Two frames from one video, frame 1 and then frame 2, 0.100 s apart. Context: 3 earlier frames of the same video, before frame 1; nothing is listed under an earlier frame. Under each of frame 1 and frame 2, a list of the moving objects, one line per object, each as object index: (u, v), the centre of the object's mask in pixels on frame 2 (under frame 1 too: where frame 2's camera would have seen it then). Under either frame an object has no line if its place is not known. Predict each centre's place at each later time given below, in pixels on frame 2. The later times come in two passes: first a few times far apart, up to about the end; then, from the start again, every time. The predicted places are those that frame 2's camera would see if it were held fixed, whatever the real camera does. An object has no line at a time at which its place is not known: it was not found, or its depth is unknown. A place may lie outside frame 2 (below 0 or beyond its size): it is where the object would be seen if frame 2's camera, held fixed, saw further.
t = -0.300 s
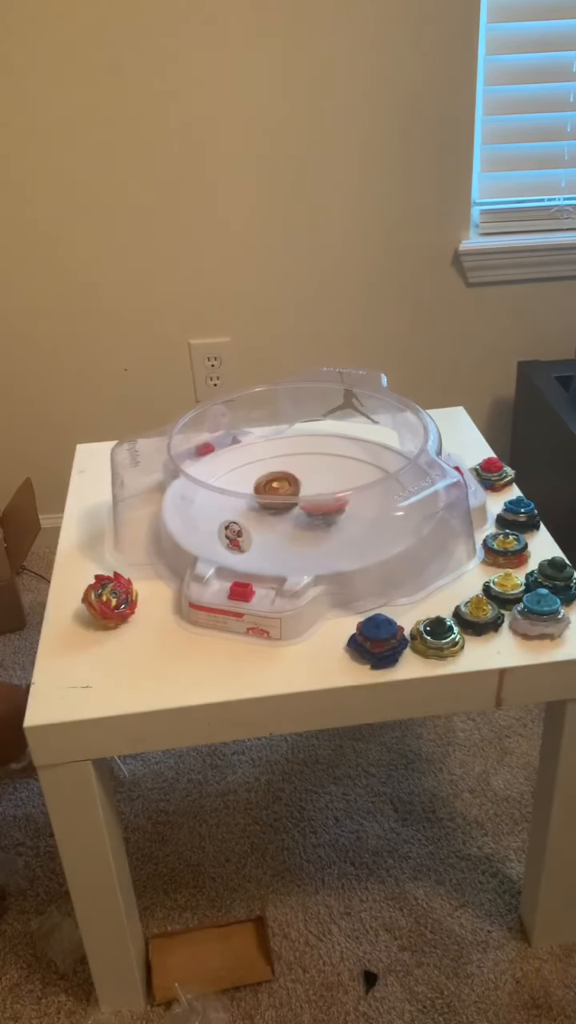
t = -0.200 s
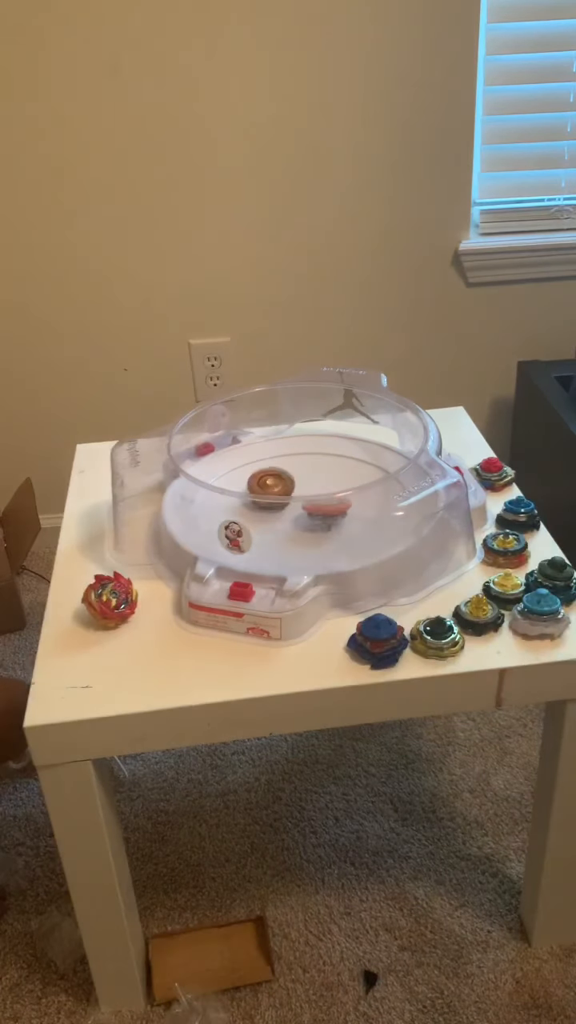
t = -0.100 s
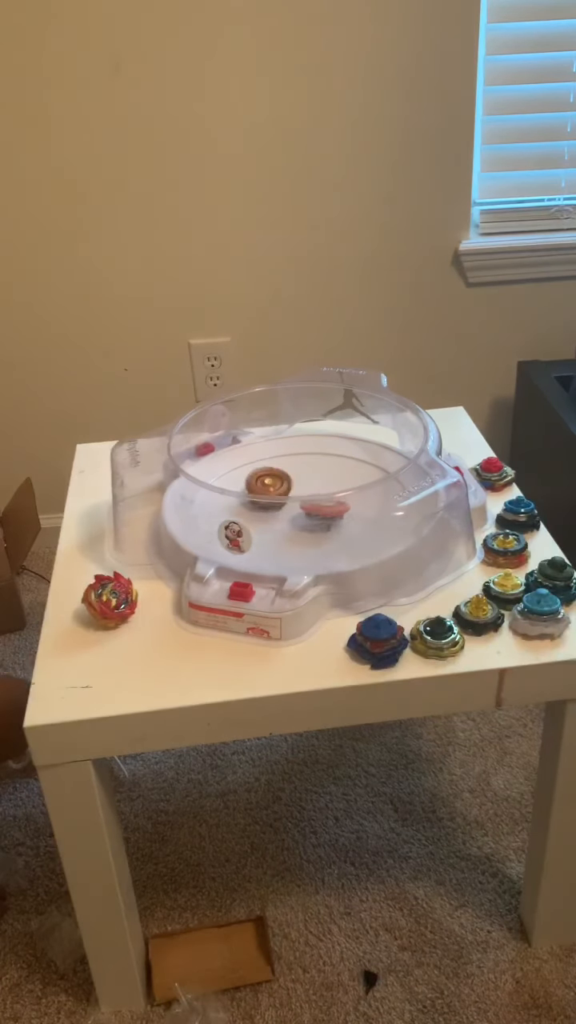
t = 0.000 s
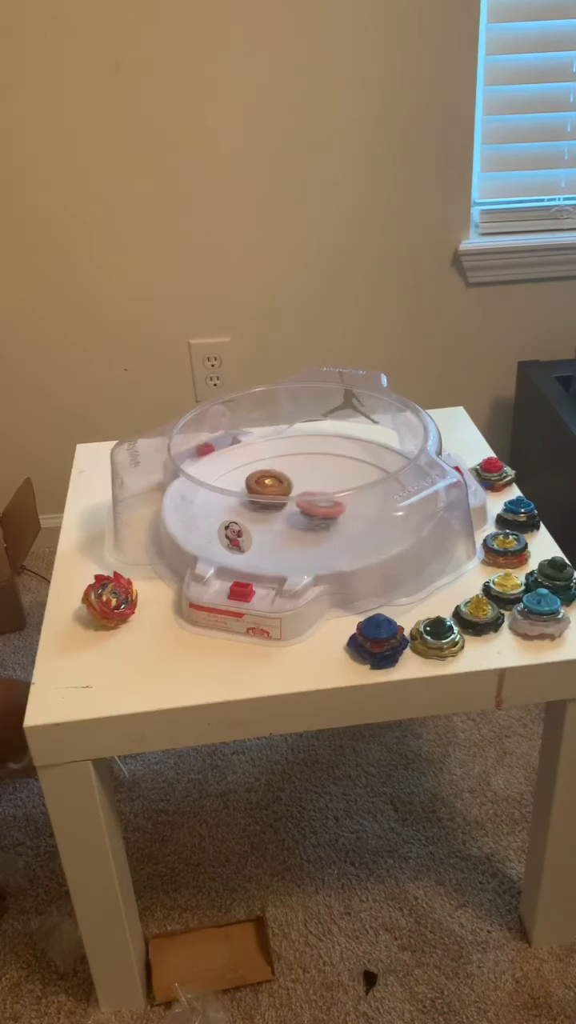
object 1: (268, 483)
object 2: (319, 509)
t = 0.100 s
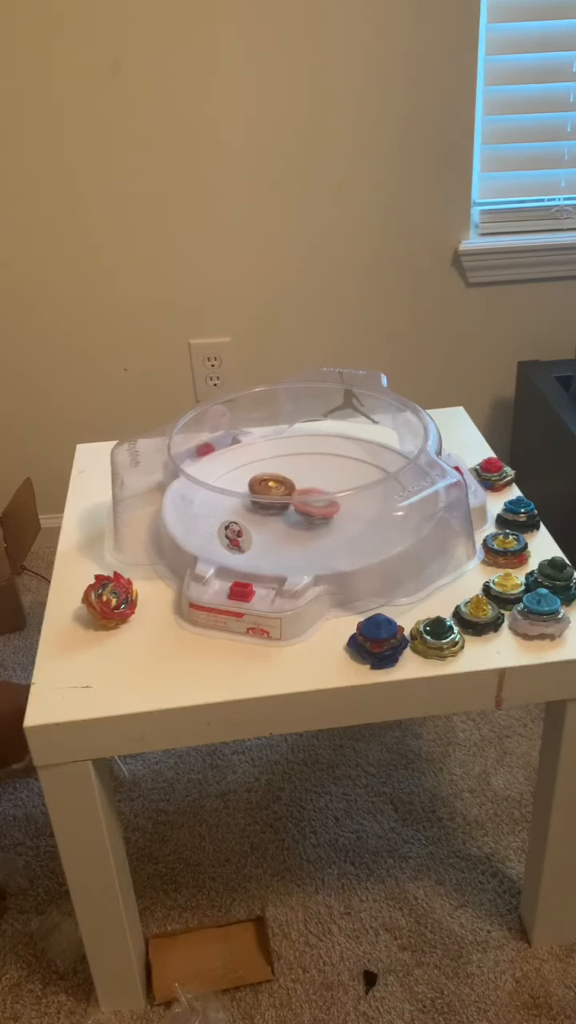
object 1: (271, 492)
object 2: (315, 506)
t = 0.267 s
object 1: (272, 493)
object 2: (321, 504)
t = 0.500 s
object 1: (275, 494)
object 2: (334, 505)
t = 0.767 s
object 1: (279, 492)
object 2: (332, 512)
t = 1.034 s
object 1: (284, 484)
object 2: (314, 518)
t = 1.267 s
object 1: (279, 481)
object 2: (299, 515)
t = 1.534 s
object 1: (266, 474)
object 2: (305, 516)
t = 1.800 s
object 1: (278, 485)
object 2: (303, 516)
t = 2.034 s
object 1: (293, 484)
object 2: (307, 516)
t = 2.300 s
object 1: (302, 477)
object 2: (307, 511)
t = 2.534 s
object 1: (303, 476)
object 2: (303, 509)
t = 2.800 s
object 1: (310, 480)
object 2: (293, 519)
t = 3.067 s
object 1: (317, 484)
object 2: (292, 516)
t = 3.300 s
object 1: (331, 490)
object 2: (286, 510)
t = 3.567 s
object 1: (333, 489)
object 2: (294, 505)
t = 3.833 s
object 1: (330, 494)
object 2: (281, 514)
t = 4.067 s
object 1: (329, 500)
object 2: (281, 506)
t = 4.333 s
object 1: (341, 505)
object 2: (286, 500)
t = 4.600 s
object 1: (336, 503)
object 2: (289, 502)
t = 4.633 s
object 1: (336, 504)
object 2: (288, 500)
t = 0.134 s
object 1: (272, 493)
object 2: (314, 505)
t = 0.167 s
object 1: (272, 490)
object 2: (315, 504)
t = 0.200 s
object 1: (271, 493)
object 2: (318, 505)
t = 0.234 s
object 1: (271, 493)
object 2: (319, 504)
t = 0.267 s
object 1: (272, 493)
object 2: (321, 504)
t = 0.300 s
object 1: (274, 494)
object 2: (321, 504)
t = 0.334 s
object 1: (275, 492)
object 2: (321, 504)
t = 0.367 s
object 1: (276, 494)
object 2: (321, 504)
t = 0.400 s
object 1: (277, 492)
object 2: (322, 504)
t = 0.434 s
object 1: (276, 495)
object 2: (325, 504)
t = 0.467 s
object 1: (275, 494)
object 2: (331, 505)
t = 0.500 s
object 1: (275, 494)
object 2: (334, 505)
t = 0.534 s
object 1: (274, 494)
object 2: (337, 505)
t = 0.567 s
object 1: (274, 494)
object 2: (338, 506)
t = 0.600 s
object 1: (275, 494)
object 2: (339, 506)
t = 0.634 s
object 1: (275, 493)
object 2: (339, 510)
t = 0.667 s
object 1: (276, 493)
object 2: (338, 510)
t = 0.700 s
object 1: (277, 494)
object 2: (336, 511)
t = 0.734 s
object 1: (278, 492)
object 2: (334, 510)
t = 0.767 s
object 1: (279, 492)
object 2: (332, 512)
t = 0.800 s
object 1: (281, 492)
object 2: (327, 513)
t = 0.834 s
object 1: (283, 493)
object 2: (324, 514)
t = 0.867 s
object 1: (285, 493)
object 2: (319, 516)
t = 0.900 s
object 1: (286, 493)
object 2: (317, 516)
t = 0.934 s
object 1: (284, 492)
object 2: (317, 517)
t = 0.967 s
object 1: (285, 486)
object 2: (315, 517)
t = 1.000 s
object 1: (284, 485)
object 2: (315, 518)
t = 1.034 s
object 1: (284, 484)
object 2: (314, 518)
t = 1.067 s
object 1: (283, 484)
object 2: (312, 518)
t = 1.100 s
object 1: (282, 483)
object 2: (309, 518)
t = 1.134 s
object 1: (281, 483)
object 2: (306, 517)
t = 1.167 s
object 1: (281, 482)
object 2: (304, 517)
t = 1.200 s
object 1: (281, 482)
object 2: (302, 516)
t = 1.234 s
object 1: (280, 482)
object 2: (299, 515)
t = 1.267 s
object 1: (279, 481)
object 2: (299, 515)
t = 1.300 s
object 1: (275, 478)
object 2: (301, 516)
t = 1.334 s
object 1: (271, 476)
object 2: (303, 517)
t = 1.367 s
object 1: (270, 475)
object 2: (304, 517)
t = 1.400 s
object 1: (268, 474)
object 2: (305, 517)
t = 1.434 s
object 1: (268, 474)
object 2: (305, 517)
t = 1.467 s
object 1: (267, 474)
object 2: (305, 517)
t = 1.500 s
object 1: (267, 474)
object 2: (305, 516)
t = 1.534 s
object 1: (266, 474)
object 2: (305, 516)
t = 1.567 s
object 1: (266, 475)
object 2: (304, 513)
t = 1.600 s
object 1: (267, 477)
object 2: (304, 512)
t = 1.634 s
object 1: (267, 478)
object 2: (304, 512)
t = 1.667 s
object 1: (269, 480)
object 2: (305, 511)
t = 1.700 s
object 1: (271, 481)
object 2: (304, 515)
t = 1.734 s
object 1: (273, 483)
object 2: (304, 514)
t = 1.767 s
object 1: (276, 484)
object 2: (304, 514)
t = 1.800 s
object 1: (278, 485)
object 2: (303, 516)
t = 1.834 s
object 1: (281, 485)
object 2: (304, 515)
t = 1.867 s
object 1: (283, 485)
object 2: (305, 516)
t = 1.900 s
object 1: (285, 486)
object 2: (306, 515)
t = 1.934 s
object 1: (287, 485)
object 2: (307, 516)
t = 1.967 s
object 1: (288, 485)
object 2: (307, 516)
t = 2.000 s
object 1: (291, 484)
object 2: (307, 516)
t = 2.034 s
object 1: (293, 484)
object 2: (307, 516)
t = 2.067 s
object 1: (295, 483)
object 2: (308, 515)
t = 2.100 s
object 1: (297, 483)
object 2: (309, 515)
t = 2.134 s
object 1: (298, 482)
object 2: (309, 515)
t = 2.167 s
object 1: (300, 481)
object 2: (310, 514)
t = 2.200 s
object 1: (300, 480)
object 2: (309, 514)
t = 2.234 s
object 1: (301, 479)
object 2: (309, 514)
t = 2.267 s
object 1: (302, 478)
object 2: (308, 511)
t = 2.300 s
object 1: (302, 477)
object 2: (307, 511)
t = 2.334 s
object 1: (302, 477)
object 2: (306, 510)
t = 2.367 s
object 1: (302, 476)
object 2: (305, 511)
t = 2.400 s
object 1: (303, 476)
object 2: (305, 510)
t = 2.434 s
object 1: (303, 475)
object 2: (305, 510)
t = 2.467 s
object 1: (303, 475)
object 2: (304, 509)
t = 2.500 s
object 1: (303, 475)
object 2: (304, 508)
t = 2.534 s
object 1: (303, 476)
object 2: (303, 509)
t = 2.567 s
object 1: (303, 476)
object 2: (302, 509)
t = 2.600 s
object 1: (304, 477)
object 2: (301, 509)
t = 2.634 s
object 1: (305, 478)
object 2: (300, 510)
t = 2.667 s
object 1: (305, 479)
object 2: (299, 511)
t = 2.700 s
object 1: (306, 480)
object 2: (297, 513)
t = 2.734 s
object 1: (308, 480)
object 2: (295, 515)
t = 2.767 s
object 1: (309, 480)
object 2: (294, 518)
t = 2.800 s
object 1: (310, 480)
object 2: (293, 519)
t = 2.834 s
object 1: (311, 480)
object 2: (292, 519)
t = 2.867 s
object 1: (312, 481)
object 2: (293, 519)
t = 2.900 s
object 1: (313, 481)
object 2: (292, 519)
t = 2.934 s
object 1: (314, 481)
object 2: (292, 519)
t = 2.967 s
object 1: (315, 482)
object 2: (292, 519)
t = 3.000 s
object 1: (316, 483)
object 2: (292, 519)
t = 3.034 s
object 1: (317, 483)
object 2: (292, 517)
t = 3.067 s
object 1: (317, 484)
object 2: (292, 516)
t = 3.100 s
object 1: (318, 485)
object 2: (292, 516)
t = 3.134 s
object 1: (320, 485)
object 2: (292, 516)
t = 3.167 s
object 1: (324, 485)
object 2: (290, 514)
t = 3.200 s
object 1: (328, 491)
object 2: (286, 513)
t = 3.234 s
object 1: (330, 491)
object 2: (286, 512)
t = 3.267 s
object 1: (331, 490)
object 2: (286, 511)
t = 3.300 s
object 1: (331, 490)
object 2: (286, 510)
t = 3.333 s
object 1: (332, 490)
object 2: (287, 509)
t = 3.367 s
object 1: (333, 490)
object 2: (288, 507)
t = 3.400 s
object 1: (334, 489)
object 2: (290, 507)
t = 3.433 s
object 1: (334, 490)
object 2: (292, 506)
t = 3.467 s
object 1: (334, 489)
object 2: (293, 505)
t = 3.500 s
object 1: (335, 489)
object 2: (293, 505)
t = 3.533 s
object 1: (334, 489)
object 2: (293, 505)
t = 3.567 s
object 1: (333, 489)
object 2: (294, 505)
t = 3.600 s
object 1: (333, 489)
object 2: (294, 505)
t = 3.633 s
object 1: (333, 489)
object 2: (292, 503)
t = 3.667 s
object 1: (333, 490)
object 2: (290, 505)
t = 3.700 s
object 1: (331, 492)
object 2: (288, 507)
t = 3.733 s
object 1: (331, 492)
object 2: (286, 509)
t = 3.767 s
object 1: (331, 492)
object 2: (284, 510)
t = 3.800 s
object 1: (331, 492)
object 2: (281, 514)
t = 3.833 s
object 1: (330, 494)
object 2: (281, 514)
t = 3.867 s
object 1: (330, 494)
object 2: (281, 513)
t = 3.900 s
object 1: (330, 495)
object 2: (281, 513)
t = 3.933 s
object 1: (329, 496)
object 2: (281, 513)
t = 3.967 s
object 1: (329, 497)
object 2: (281, 512)
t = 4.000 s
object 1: (328, 498)
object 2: (282, 507)
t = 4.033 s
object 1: (327, 500)
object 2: (282, 507)
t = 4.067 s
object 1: (329, 500)
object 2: (281, 506)
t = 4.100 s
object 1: (332, 502)
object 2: (279, 505)
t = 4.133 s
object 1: (333, 503)
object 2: (279, 505)
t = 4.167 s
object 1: (333, 502)
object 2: (280, 504)
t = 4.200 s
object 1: (334, 503)
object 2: (282, 503)
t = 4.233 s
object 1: (335, 504)
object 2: (283, 502)
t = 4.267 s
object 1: (336, 503)
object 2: (286, 502)
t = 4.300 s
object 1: (337, 504)
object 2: (286, 501)
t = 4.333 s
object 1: (341, 505)
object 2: (286, 500)
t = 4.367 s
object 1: (343, 507)
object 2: (286, 500)
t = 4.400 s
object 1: (342, 506)
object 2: (286, 500)
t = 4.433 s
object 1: (341, 504)
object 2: (288, 500)
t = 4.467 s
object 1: (339, 504)
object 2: (288, 500)
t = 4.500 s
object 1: (339, 504)
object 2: (289, 501)
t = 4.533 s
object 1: (337, 503)
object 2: (291, 501)
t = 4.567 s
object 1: (337, 503)
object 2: (290, 503)
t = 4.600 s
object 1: (336, 503)
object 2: (289, 502)
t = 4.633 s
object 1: (336, 504)
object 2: (288, 500)
